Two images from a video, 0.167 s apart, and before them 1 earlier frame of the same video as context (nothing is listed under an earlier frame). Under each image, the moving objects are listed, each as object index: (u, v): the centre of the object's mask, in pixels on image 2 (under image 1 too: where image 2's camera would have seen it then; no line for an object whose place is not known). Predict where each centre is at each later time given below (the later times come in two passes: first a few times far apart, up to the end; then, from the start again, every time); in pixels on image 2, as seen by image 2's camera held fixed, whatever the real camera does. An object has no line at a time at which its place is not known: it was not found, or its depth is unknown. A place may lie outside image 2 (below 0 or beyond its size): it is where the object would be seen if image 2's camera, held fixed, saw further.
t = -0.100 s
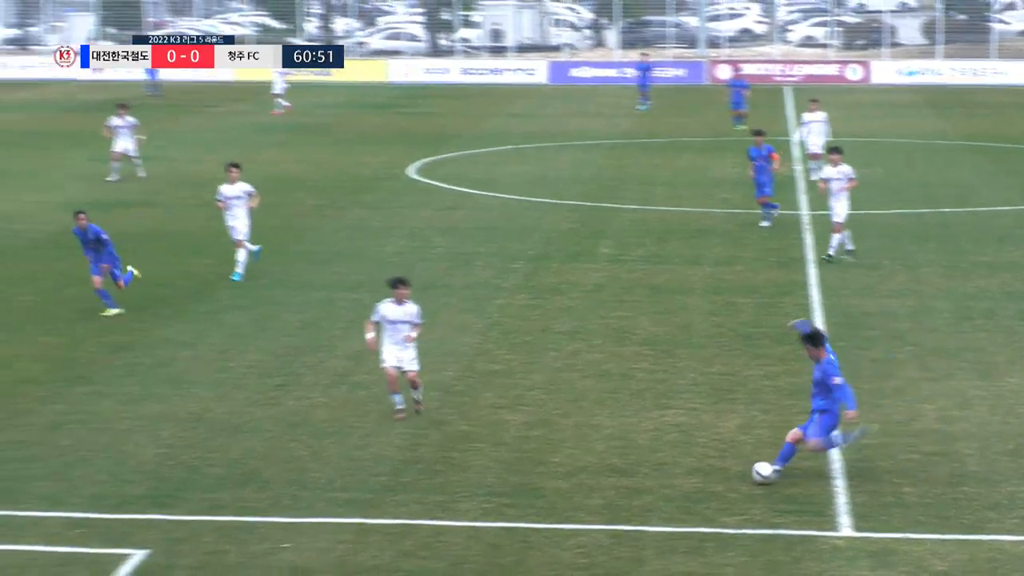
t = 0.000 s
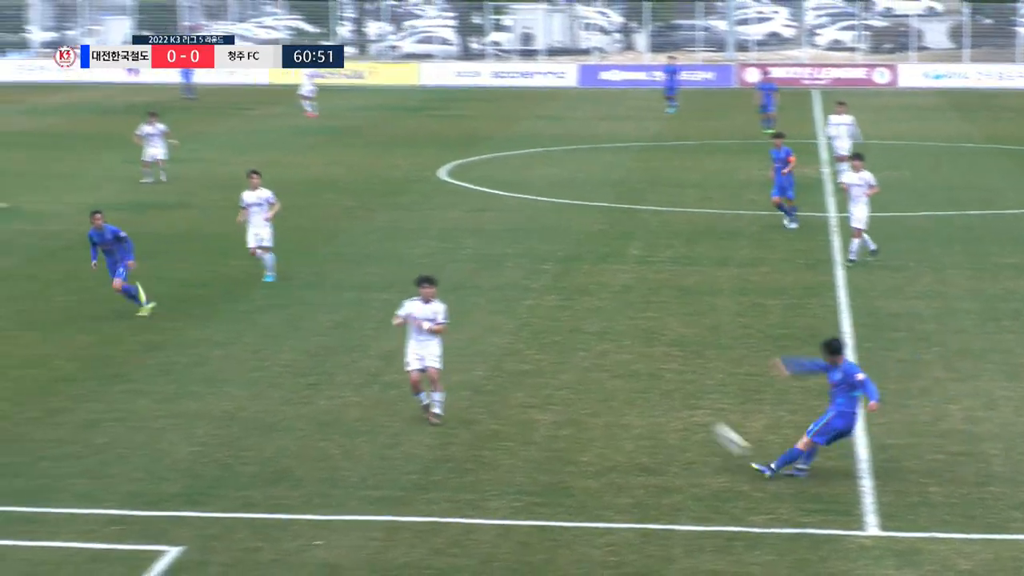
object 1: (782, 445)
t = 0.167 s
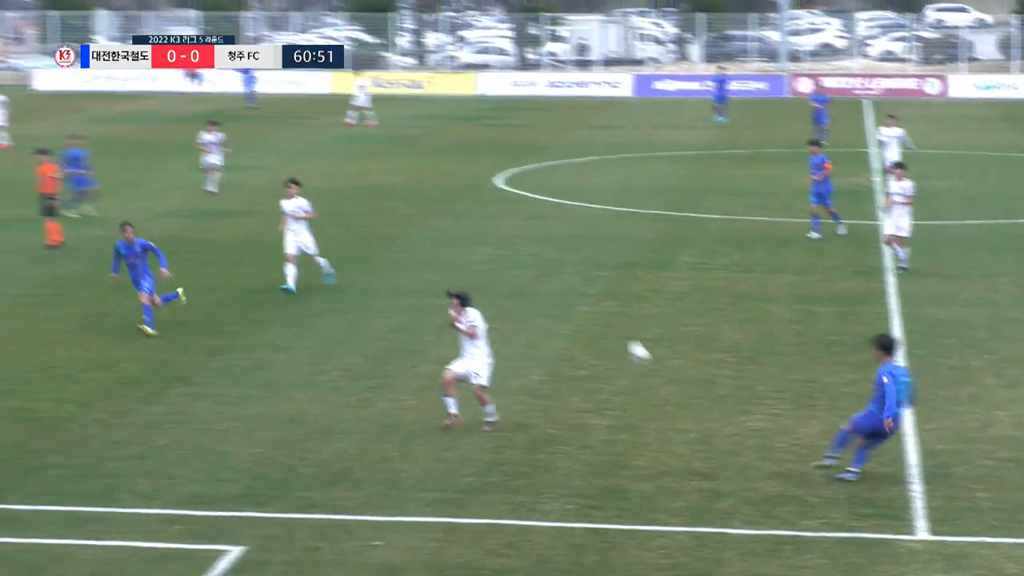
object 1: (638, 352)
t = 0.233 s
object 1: (597, 326)
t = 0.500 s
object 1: (496, 264)
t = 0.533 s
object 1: (488, 260)
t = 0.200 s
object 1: (617, 338)
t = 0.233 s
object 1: (597, 326)
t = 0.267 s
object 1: (580, 315)
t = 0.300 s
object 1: (564, 305)
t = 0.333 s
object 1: (550, 296)
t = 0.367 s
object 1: (537, 287)
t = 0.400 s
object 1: (525, 281)
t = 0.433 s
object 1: (514, 275)
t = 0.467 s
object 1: (505, 270)
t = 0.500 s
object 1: (496, 264)
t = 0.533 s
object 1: (488, 260)
